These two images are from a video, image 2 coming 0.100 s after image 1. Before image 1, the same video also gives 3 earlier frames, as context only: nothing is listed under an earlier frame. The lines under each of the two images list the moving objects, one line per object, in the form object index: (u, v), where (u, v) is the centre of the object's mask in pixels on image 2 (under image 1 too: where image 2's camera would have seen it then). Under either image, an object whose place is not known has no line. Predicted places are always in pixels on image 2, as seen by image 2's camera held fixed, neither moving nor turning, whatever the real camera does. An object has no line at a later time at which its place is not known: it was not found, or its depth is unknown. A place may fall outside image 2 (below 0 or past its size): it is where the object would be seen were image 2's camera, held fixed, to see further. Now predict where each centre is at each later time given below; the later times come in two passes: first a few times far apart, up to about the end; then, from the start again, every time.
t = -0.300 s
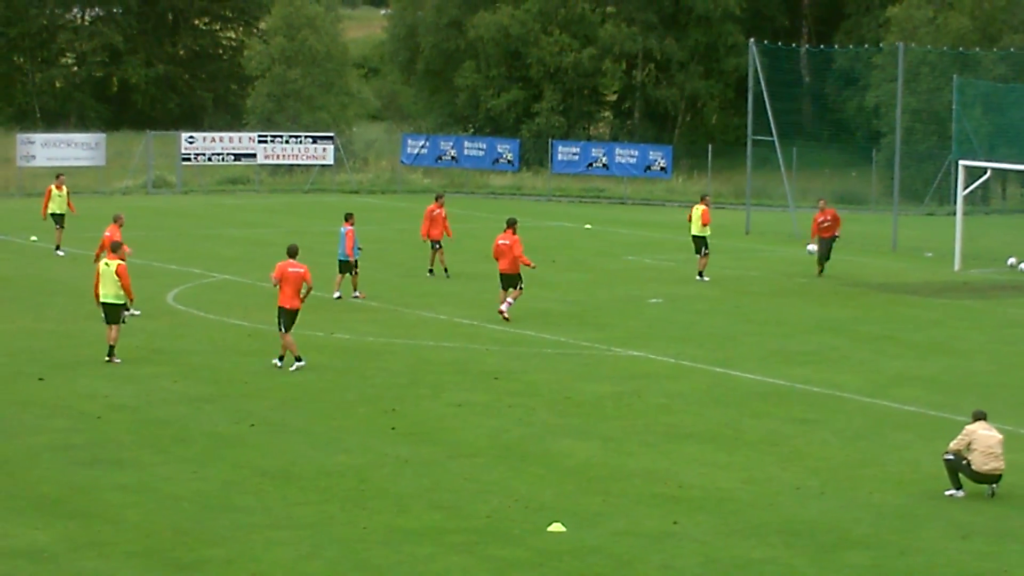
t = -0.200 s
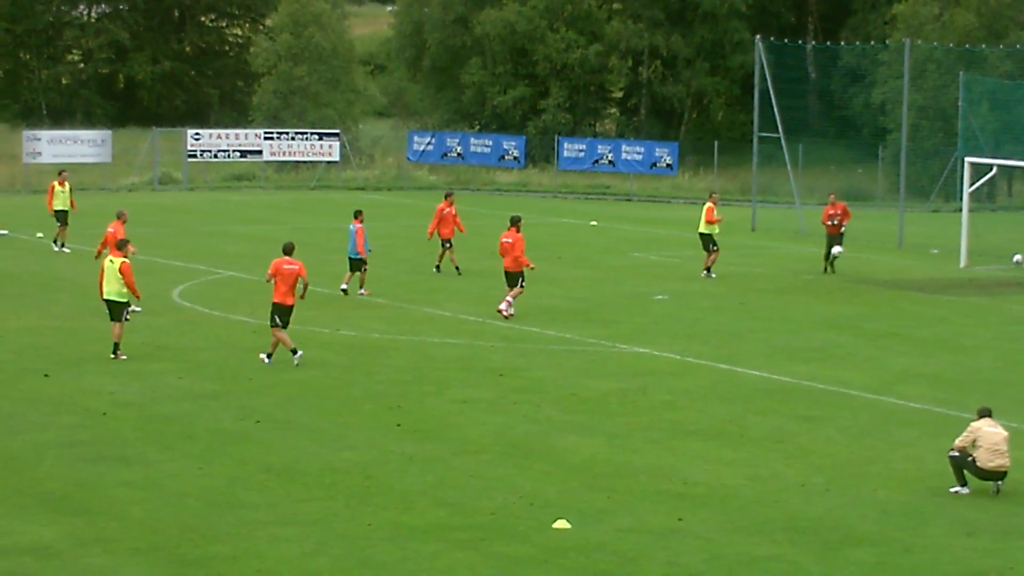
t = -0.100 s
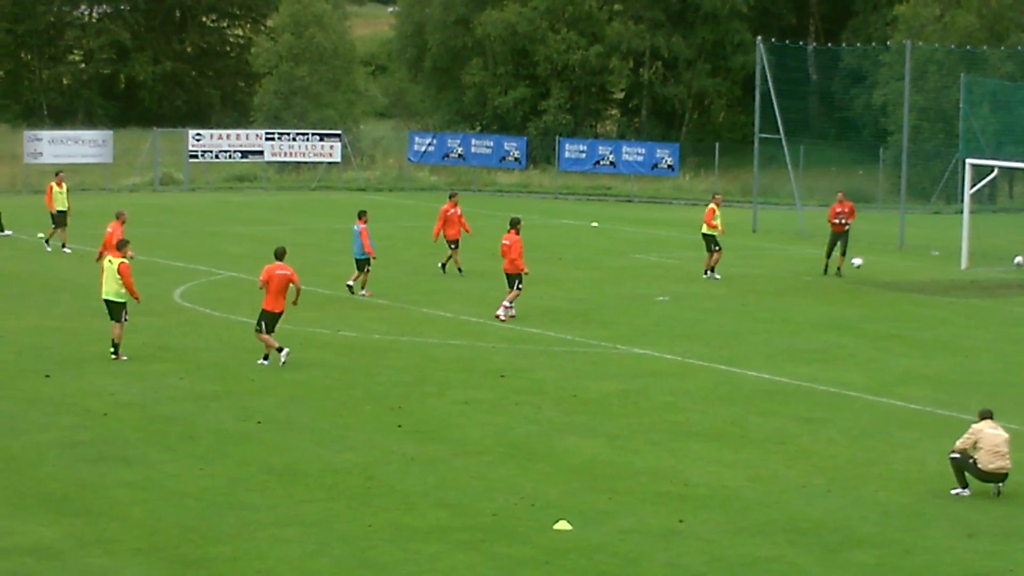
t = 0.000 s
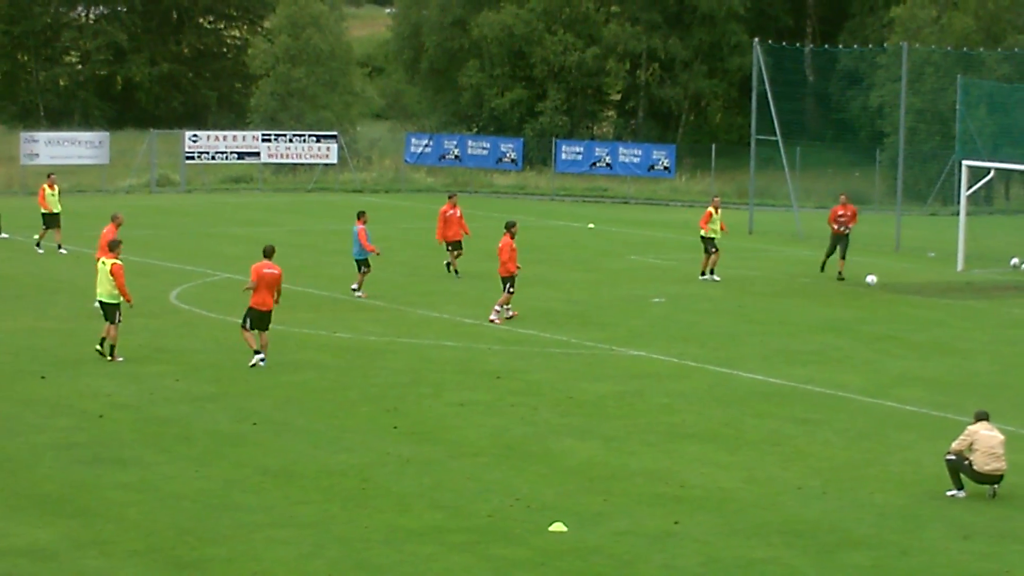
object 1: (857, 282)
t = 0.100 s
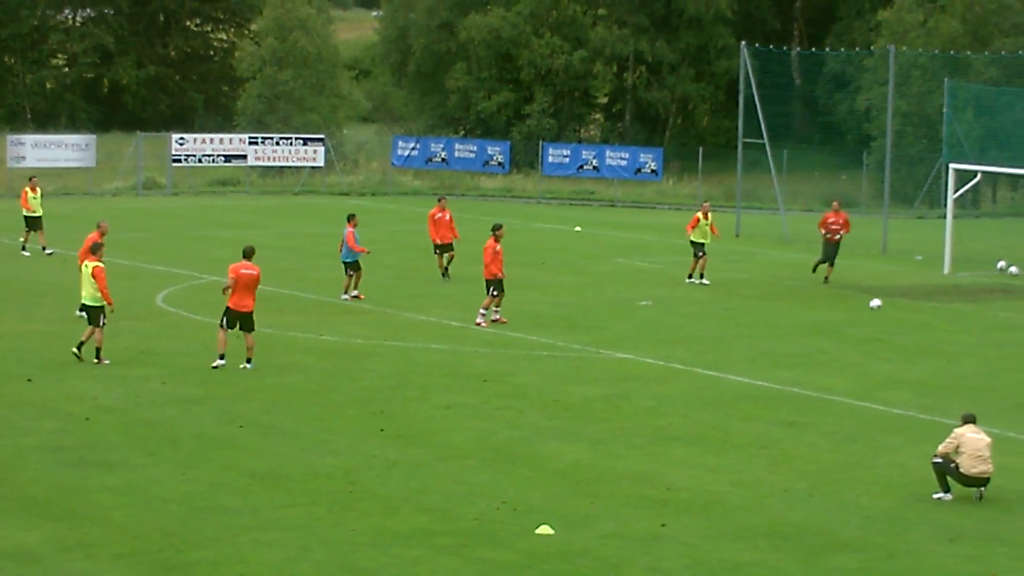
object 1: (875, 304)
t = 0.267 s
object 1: (902, 300)
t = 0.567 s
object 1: (948, 331)
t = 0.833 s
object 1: (986, 346)
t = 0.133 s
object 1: (880, 301)
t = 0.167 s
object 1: (886, 300)
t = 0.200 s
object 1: (891, 299)
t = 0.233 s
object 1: (897, 299)
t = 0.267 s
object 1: (902, 300)
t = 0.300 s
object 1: (908, 301)
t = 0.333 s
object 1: (913, 303)
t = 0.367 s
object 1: (918, 307)
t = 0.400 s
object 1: (922, 310)
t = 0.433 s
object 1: (928, 314)
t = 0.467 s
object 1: (933, 319)
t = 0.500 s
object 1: (938, 325)
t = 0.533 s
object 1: (943, 332)
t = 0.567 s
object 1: (948, 331)
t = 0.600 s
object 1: (953, 331)
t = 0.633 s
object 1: (958, 330)
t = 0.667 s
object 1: (962, 331)
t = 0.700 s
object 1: (967, 332)
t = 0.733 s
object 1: (972, 335)
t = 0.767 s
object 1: (977, 338)
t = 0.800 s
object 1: (982, 342)
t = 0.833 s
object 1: (986, 346)
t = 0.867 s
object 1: (991, 352)
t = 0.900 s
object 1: (996, 353)
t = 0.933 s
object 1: (1001, 353)
